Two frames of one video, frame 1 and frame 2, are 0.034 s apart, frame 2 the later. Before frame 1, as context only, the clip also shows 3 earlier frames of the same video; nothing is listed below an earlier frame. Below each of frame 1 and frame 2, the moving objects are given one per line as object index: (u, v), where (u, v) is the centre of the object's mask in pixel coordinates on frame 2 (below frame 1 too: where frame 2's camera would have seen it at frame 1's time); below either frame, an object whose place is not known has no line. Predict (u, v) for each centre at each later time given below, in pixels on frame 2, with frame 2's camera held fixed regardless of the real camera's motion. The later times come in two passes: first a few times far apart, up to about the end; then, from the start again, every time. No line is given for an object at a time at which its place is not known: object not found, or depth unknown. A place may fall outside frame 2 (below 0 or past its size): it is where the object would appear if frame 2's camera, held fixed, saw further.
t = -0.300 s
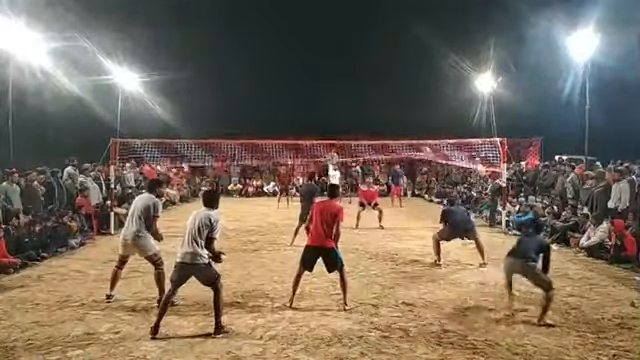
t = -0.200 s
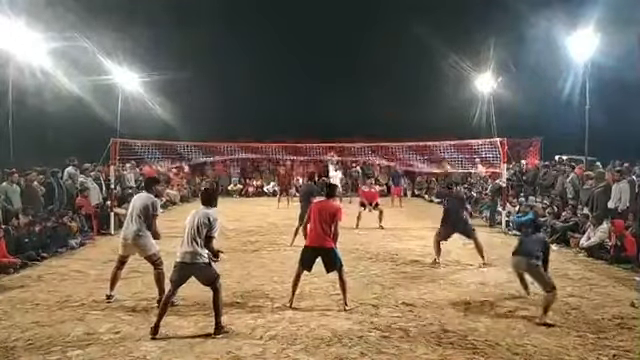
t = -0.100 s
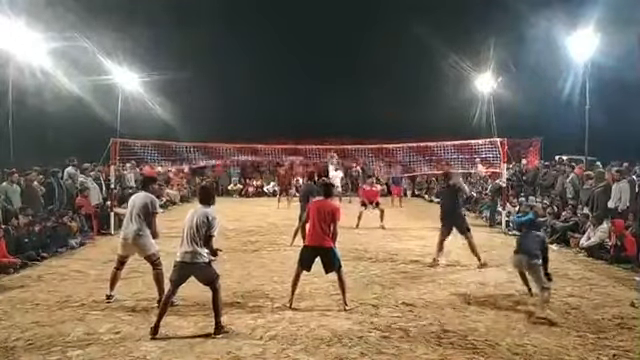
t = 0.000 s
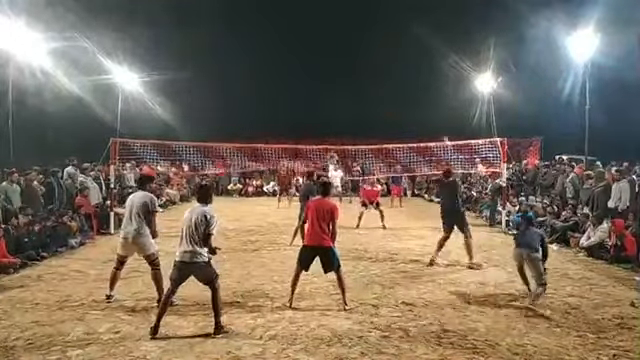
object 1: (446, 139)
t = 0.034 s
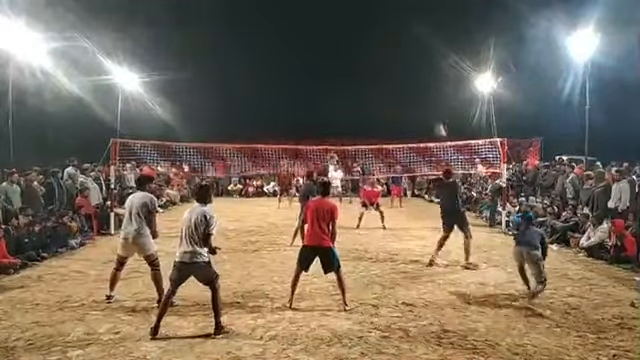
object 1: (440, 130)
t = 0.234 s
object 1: (411, 72)
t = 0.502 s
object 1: (374, 25)
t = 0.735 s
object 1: (344, 13)
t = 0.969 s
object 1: (315, 29)
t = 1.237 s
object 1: (284, 77)
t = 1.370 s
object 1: (270, 111)
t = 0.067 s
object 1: (435, 120)
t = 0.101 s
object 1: (430, 109)
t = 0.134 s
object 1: (426, 98)
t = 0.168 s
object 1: (421, 89)
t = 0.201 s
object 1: (416, 80)
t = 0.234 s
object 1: (411, 72)
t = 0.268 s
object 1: (407, 64)
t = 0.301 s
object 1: (402, 57)
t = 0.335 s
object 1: (398, 50)
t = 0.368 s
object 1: (393, 43)
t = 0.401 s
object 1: (389, 38)
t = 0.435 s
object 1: (383, 33)
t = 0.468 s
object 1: (379, 29)
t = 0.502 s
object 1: (374, 25)
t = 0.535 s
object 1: (370, 21)
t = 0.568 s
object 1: (366, 19)
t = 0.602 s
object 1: (361, 16)
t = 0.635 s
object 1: (357, 14)
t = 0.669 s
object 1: (353, 14)
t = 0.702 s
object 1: (348, 13)
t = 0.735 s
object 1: (344, 13)
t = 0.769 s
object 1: (340, 14)
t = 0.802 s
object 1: (335, 15)
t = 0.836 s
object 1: (331, 17)
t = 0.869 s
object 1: (327, 19)
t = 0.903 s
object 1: (323, 21)
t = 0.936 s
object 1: (319, 25)
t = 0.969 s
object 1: (315, 29)
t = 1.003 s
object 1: (311, 33)
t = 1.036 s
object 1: (307, 38)
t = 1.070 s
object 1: (303, 43)
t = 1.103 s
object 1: (299, 49)
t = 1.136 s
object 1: (295, 54)
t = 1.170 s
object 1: (291, 62)
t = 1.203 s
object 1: (287, 69)
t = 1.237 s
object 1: (284, 77)
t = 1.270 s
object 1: (280, 86)
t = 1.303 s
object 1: (277, 93)
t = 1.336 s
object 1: (273, 102)
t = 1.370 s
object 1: (270, 111)
